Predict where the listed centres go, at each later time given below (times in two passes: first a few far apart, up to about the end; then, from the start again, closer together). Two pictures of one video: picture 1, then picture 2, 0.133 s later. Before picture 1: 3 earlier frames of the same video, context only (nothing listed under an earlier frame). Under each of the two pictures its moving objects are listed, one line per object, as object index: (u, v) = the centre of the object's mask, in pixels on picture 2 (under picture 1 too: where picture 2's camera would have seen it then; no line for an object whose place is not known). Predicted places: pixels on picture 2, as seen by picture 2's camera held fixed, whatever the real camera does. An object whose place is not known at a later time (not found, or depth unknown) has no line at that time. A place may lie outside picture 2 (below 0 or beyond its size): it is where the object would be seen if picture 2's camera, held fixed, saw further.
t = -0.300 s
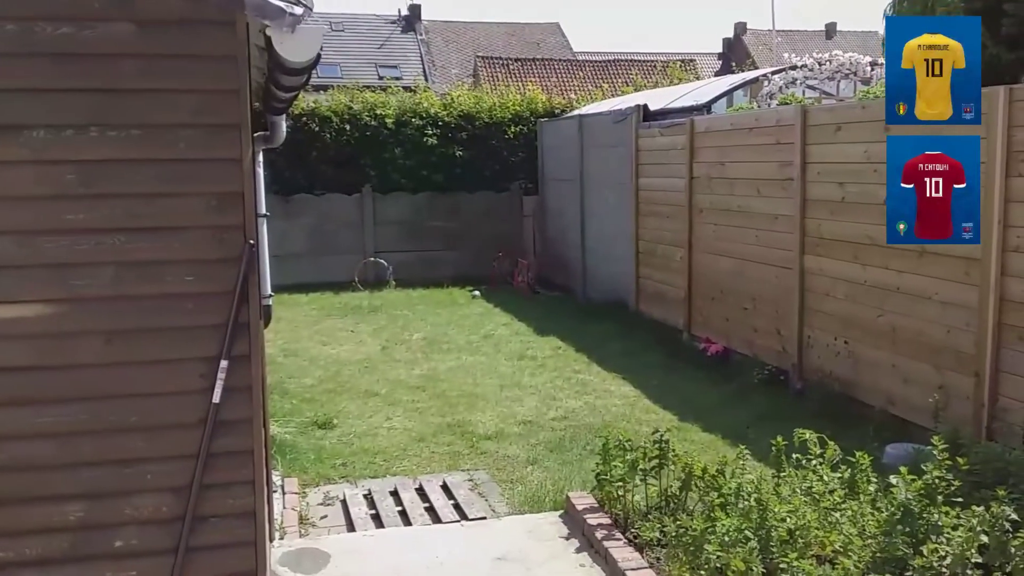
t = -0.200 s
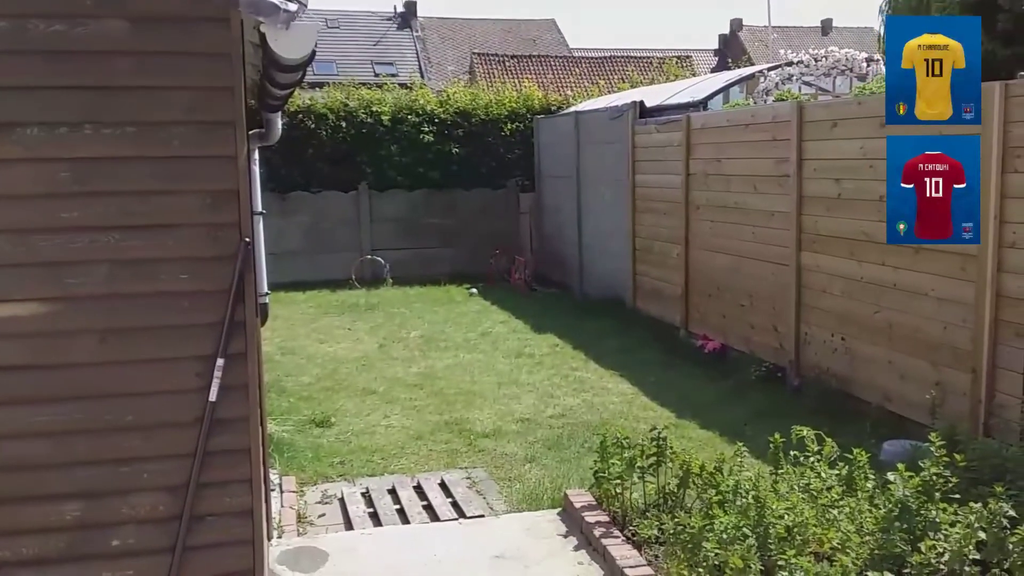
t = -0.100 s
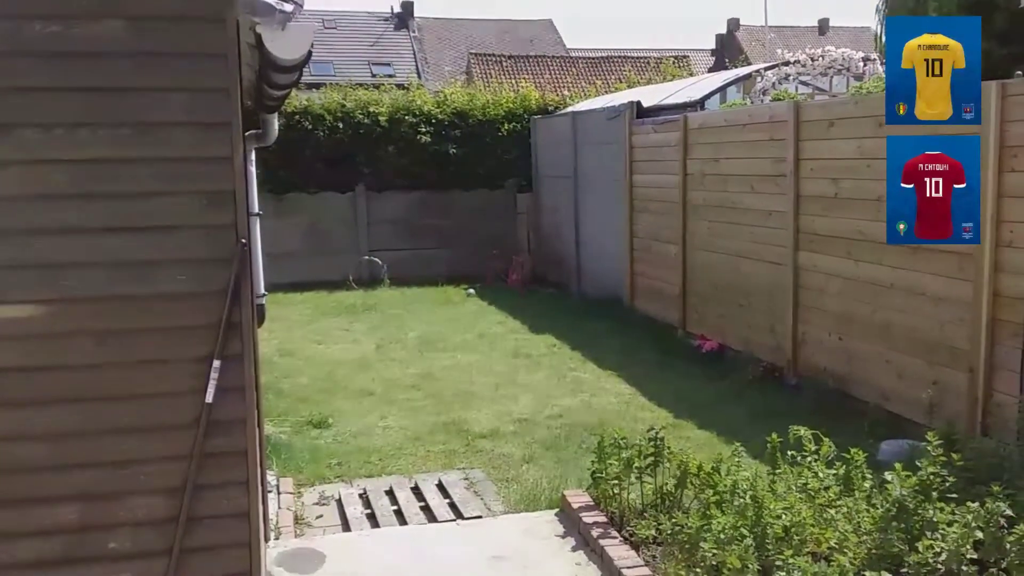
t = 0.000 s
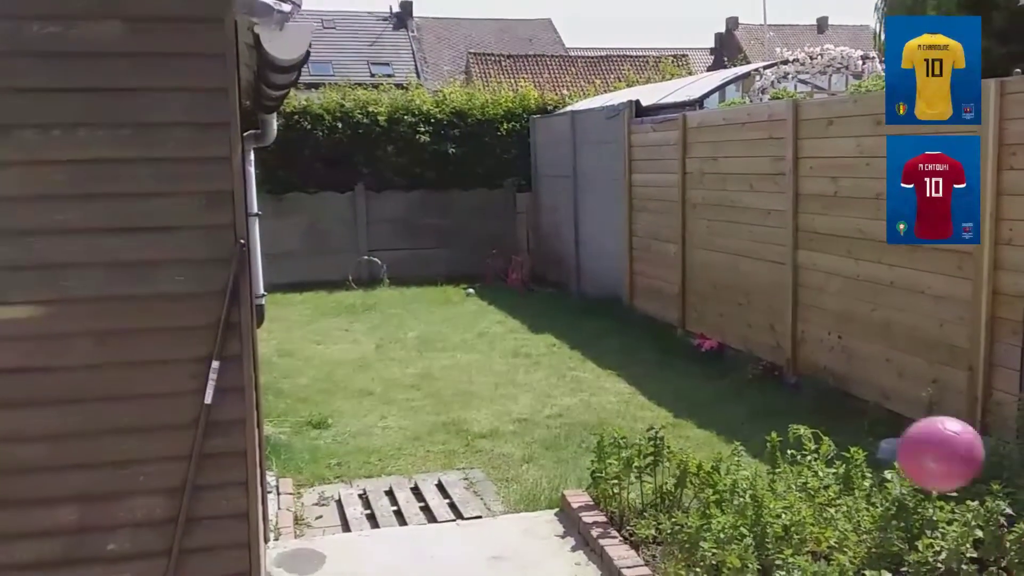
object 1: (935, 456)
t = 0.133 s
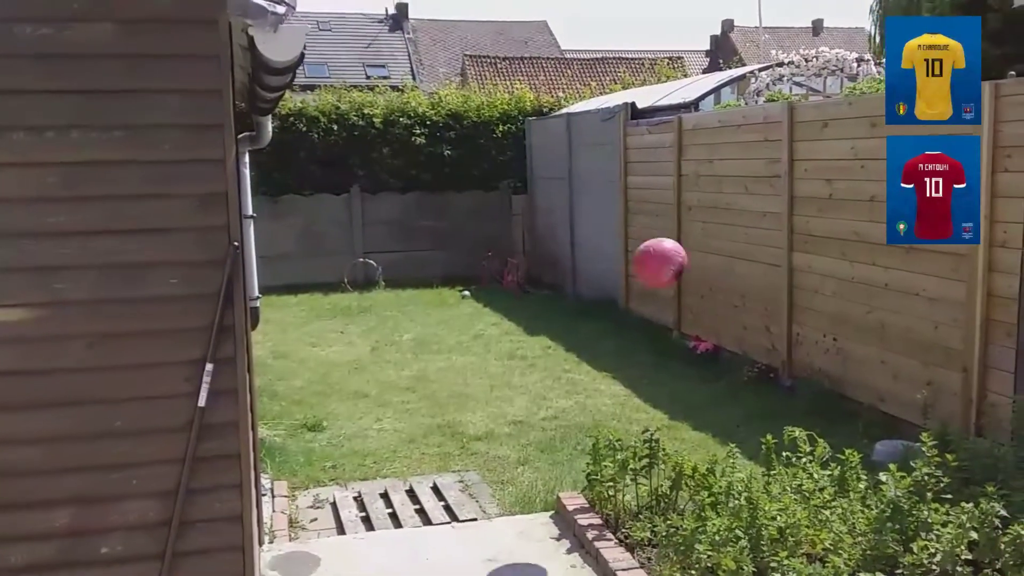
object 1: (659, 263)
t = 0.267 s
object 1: (527, 200)
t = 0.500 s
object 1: (417, 200)
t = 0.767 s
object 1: (365, 264)
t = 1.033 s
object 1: (352, 250)
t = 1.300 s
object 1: (295, 203)
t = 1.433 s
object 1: (254, 195)
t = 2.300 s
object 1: (264, 259)
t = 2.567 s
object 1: (331, 283)
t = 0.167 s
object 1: (618, 239)
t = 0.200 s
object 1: (584, 221)
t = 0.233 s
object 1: (553, 209)
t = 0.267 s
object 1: (527, 200)
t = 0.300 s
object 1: (504, 194)
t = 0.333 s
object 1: (484, 190)
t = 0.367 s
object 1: (467, 189)
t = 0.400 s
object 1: (452, 190)
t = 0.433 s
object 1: (439, 192)
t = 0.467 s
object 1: (427, 195)
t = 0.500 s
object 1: (417, 200)
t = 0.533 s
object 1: (408, 206)
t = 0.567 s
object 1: (400, 212)
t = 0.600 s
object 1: (392, 219)
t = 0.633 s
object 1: (385, 227)
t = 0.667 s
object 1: (380, 236)
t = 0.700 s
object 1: (374, 245)
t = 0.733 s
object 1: (370, 254)
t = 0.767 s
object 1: (365, 264)
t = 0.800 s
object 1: (361, 274)
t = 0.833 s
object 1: (357, 285)
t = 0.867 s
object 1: (354, 294)
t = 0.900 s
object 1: (354, 285)
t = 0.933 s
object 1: (353, 274)
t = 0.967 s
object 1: (352, 265)
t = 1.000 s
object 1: (351, 257)
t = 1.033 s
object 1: (352, 250)
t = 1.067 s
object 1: (352, 244)
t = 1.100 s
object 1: (349, 238)
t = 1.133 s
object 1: (348, 232)
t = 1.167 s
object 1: (338, 225)
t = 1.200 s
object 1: (328, 218)
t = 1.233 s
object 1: (316, 212)
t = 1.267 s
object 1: (307, 207)
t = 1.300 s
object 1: (295, 203)
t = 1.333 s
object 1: (284, 200)
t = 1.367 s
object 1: (274, 197)
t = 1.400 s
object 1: (263, 195)
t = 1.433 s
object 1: (254, 195)
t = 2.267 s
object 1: (260, 260)
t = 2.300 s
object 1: (264, 259)
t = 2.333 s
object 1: (274, 259)
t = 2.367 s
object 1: (281, 259)
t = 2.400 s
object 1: (288, 260)
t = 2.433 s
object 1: (296, 264)
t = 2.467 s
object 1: (304, 266)
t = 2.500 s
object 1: (312, 270)
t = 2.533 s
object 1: (321, 276)
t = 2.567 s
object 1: (331, 283)
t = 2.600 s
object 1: (339, 291)
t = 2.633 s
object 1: (347, 299)
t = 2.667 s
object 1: (354, 308)
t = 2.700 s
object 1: (362, 305)
